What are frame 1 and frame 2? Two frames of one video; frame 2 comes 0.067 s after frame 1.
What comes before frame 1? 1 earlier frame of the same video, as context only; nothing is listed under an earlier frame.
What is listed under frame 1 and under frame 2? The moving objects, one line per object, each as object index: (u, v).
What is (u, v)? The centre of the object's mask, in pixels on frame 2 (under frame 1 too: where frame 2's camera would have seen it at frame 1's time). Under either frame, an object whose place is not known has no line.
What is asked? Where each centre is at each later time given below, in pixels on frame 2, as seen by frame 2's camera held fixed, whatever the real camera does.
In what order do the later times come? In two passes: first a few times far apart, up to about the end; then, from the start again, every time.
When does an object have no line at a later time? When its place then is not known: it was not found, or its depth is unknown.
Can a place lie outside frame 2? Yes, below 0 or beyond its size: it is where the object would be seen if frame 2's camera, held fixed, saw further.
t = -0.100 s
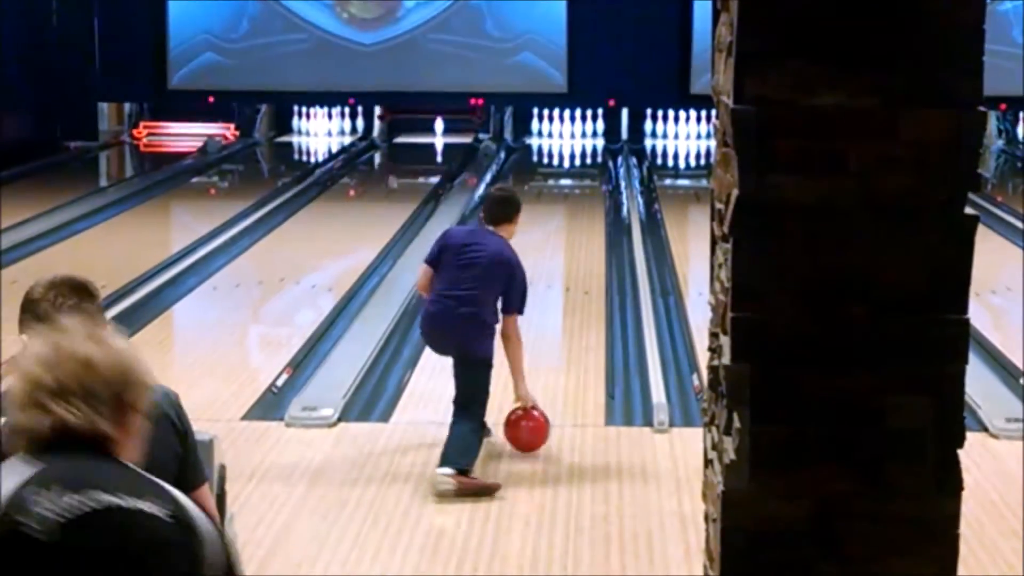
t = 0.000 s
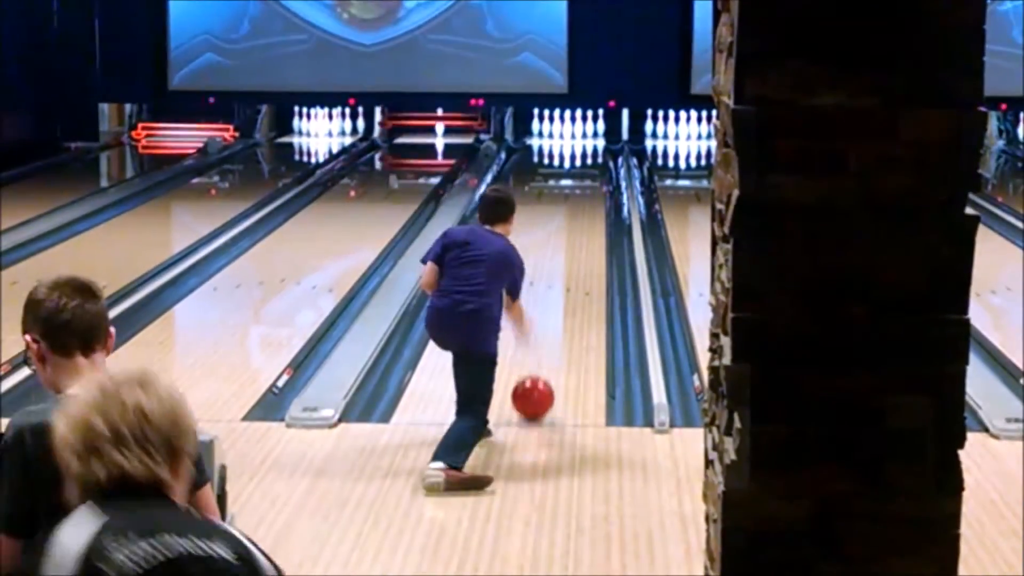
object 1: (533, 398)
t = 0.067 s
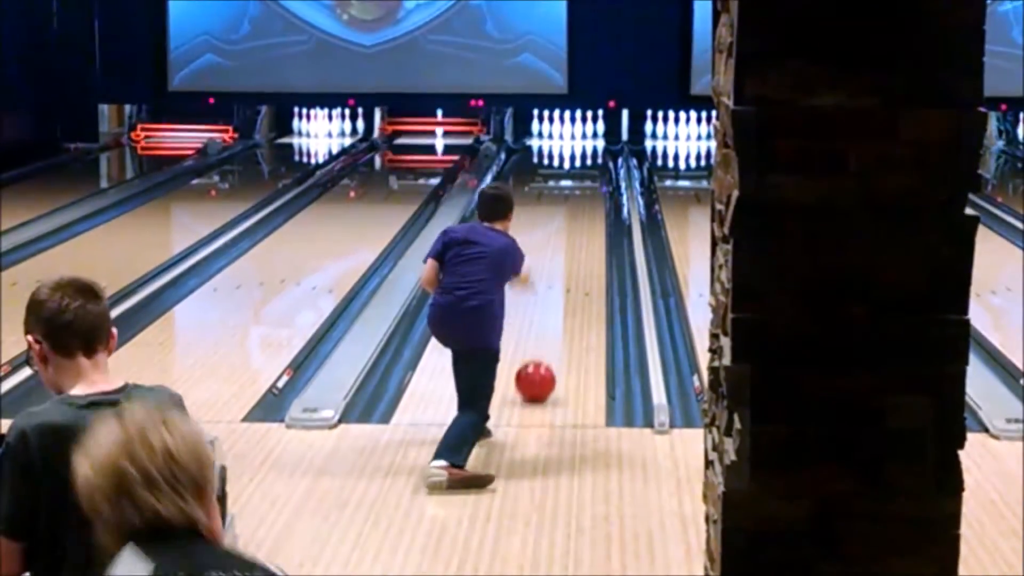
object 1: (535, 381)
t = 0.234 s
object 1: (540, 339)
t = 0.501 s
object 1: (547, 287)
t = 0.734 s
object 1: (551, 254)
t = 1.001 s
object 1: (554, 224)
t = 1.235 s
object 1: (556, 203)
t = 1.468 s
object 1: (558, 187)
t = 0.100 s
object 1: (536, 372)
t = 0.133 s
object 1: (537, 363)
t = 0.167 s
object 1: (539, 355)
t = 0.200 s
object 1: (539, 347)
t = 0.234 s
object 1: (540, 339)
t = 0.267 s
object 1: (541, 331)
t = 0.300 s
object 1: (542, 324)
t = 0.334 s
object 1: (543, 318)
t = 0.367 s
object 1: (544, 311)
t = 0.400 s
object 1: (544, 304)
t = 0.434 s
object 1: (545, 299)
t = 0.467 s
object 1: (546, 293)
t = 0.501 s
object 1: (547, 287)
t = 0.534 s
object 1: (547, 282)
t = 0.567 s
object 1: (548, 277)
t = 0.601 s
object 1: (549, 272)
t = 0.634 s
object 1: (549, 267)
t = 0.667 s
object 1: (550, 263)
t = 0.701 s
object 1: (550, 258)
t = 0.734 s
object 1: (551, 254)
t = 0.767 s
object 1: (551, 250)
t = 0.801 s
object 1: (552, 246)
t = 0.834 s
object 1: (552, 242)
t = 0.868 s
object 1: (552, 238)
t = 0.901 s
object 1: (553, 234)
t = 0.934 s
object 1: (553, 231)
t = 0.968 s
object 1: (554, 227)
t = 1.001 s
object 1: (554, 224)
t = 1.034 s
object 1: (554, 221)
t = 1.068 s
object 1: (555, 217)
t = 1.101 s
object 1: (555, 214)
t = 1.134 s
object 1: (555, 211)
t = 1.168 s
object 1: (555, 209)
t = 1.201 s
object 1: (556, 206)
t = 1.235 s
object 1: (556, 203)
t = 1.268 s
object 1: (556, 200)
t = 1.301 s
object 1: (557, 198)
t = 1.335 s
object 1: (557, 196)
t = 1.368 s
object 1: (557, 193)
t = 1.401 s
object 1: (557, 191)
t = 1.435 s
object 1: (557, 189)
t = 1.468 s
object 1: (558, 187)
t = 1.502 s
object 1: (558, 185)
